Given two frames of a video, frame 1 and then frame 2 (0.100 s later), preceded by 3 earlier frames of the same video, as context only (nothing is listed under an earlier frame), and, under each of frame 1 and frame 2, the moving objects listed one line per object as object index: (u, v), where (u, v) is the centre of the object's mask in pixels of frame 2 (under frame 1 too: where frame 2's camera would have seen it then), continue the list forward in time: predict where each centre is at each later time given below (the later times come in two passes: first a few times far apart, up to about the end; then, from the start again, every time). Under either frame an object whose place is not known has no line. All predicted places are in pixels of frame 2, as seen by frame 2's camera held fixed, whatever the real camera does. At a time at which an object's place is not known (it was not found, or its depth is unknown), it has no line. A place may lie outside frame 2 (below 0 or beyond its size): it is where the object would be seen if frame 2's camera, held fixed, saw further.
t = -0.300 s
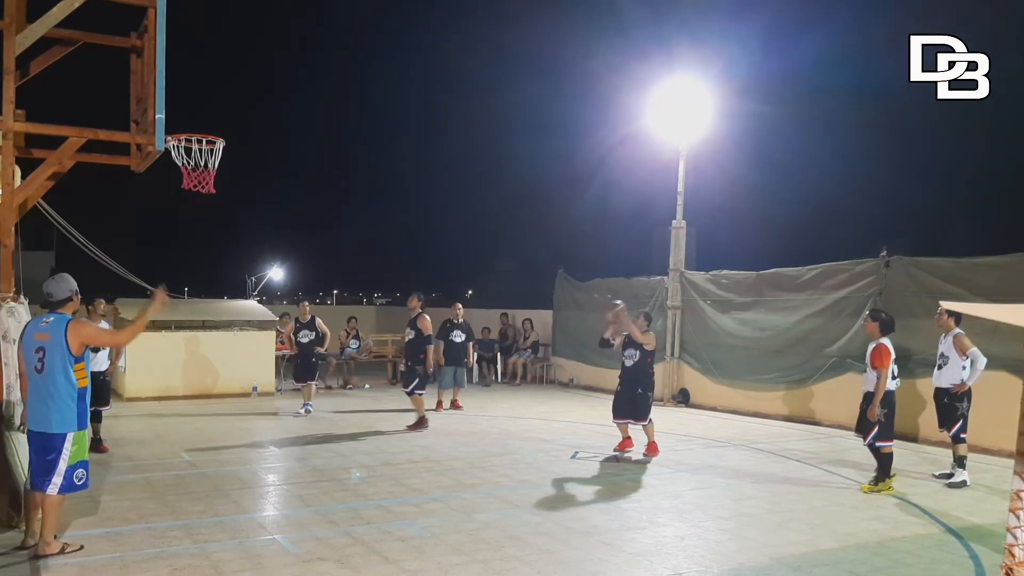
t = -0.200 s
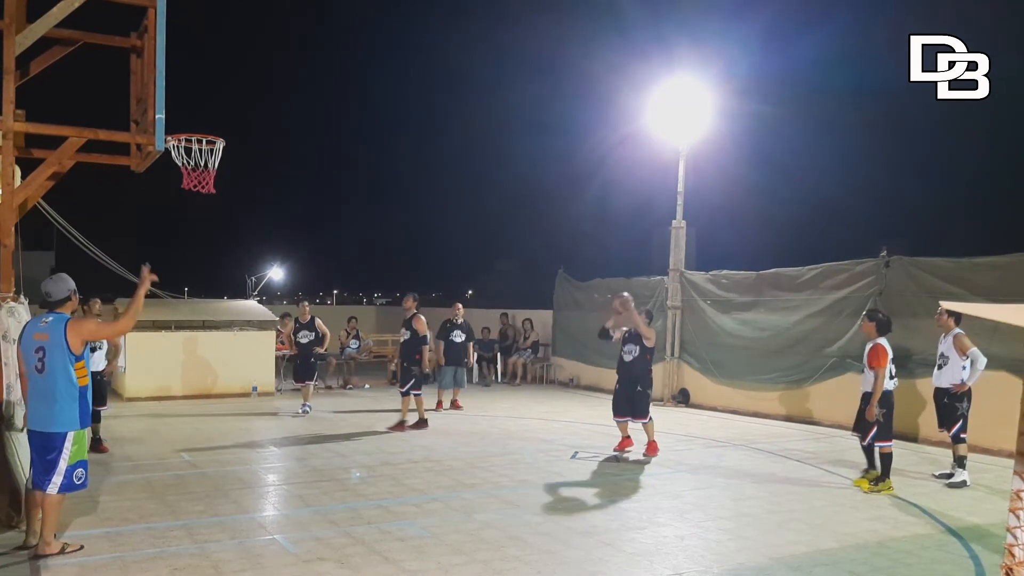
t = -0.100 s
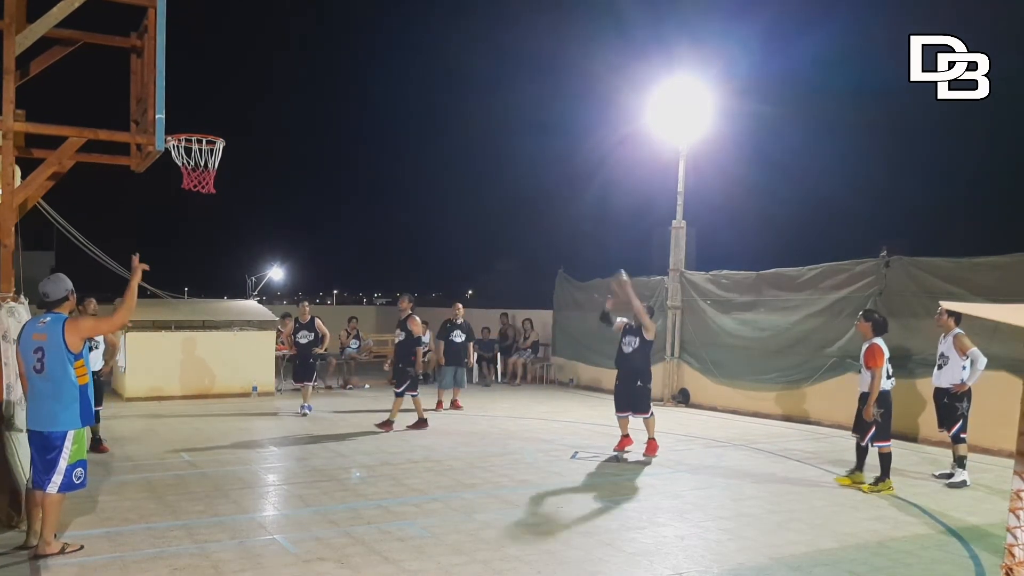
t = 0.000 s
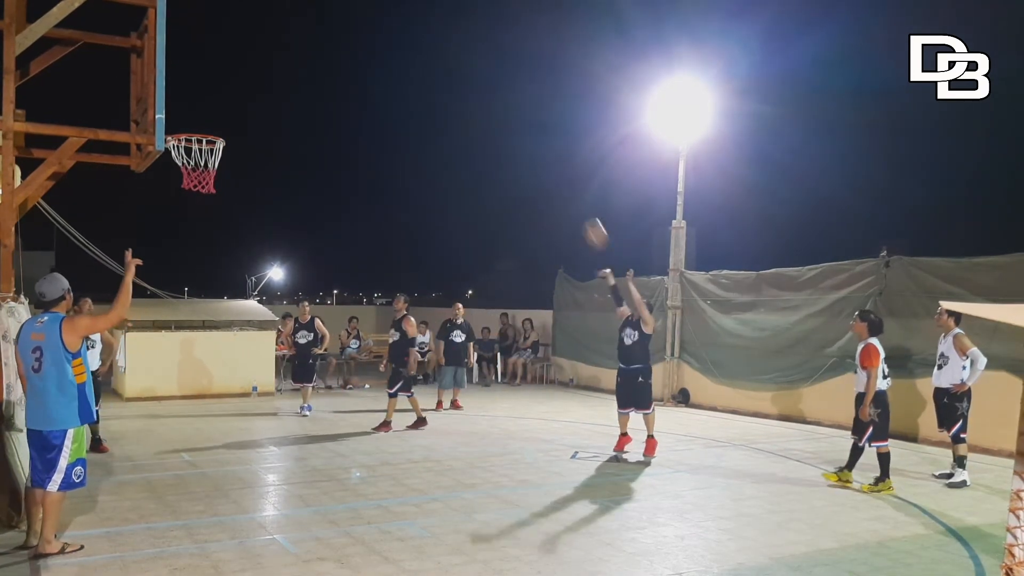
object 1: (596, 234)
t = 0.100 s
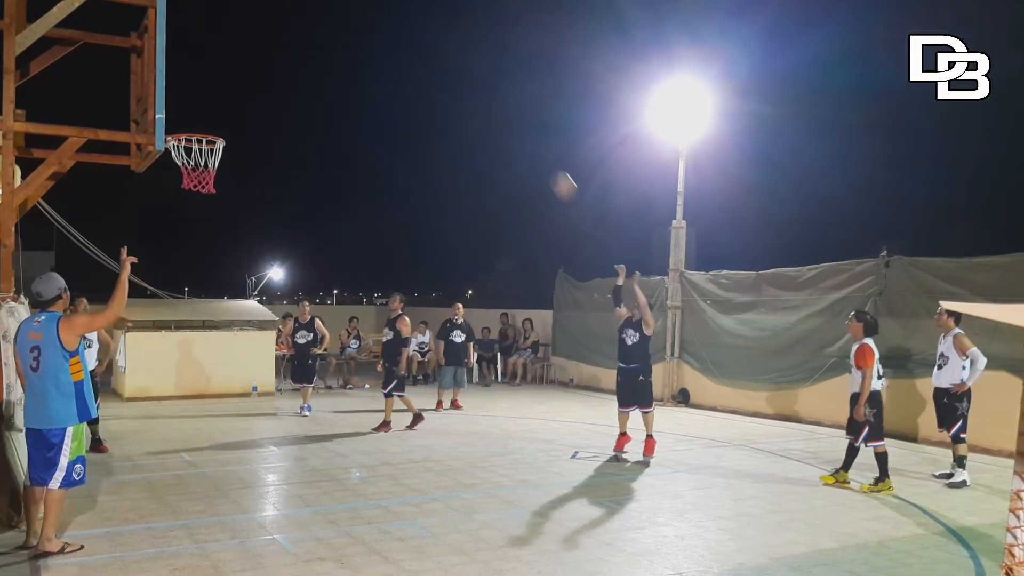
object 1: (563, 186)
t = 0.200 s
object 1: (530, 146)
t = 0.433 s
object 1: (444, 80)
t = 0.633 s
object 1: (364, 65)
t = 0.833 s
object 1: (277, 92)
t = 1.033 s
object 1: (194, 128)
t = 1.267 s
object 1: (193, 144)
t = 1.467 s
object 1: (180, 176)
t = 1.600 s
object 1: (185, 206)
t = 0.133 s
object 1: (552, 172)
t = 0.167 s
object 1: (541, 159)
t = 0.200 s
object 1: (530, 146)
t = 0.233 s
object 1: (518, 134)
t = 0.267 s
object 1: (506, 122)
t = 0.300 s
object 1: (494, 112)
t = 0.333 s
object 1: (482, 102)
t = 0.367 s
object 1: (469, 94)
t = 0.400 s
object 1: (457, 86)
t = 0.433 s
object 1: (444, 80)
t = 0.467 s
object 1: (431, 75)
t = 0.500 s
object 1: (418, 70)
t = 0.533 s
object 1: (405, 67)
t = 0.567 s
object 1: (391, 65)
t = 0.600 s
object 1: (378, 65)
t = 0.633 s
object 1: (364, 65)
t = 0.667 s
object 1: (350, 66)
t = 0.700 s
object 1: (336, 69)
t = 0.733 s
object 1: (322, 72)
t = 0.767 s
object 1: (307, 78)
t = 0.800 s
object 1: (292, 84)
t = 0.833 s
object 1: (277, 92)
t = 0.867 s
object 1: (261, 101)
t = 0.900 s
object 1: (245, 111)
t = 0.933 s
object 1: (230, 122)
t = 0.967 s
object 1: (217, 128)
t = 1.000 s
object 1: (206, 128)
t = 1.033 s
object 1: (194, 128)
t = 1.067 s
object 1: (185, 134)
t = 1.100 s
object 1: (189, 133)
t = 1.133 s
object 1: (199, 130)
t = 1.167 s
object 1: (209, 134)
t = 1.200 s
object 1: (207, 136)
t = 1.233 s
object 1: (197, 137)
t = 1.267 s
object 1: (193, 144)
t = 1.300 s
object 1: (188, 149)
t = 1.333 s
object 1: (180, 154)
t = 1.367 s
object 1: (179, 160)
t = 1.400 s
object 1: (179, 164)
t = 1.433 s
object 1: (180, 170)
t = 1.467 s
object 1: (180, 176)
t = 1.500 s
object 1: (181, 179)
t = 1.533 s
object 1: (182, 188)
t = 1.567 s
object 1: (184, 197)
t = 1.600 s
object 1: (185, 206)
